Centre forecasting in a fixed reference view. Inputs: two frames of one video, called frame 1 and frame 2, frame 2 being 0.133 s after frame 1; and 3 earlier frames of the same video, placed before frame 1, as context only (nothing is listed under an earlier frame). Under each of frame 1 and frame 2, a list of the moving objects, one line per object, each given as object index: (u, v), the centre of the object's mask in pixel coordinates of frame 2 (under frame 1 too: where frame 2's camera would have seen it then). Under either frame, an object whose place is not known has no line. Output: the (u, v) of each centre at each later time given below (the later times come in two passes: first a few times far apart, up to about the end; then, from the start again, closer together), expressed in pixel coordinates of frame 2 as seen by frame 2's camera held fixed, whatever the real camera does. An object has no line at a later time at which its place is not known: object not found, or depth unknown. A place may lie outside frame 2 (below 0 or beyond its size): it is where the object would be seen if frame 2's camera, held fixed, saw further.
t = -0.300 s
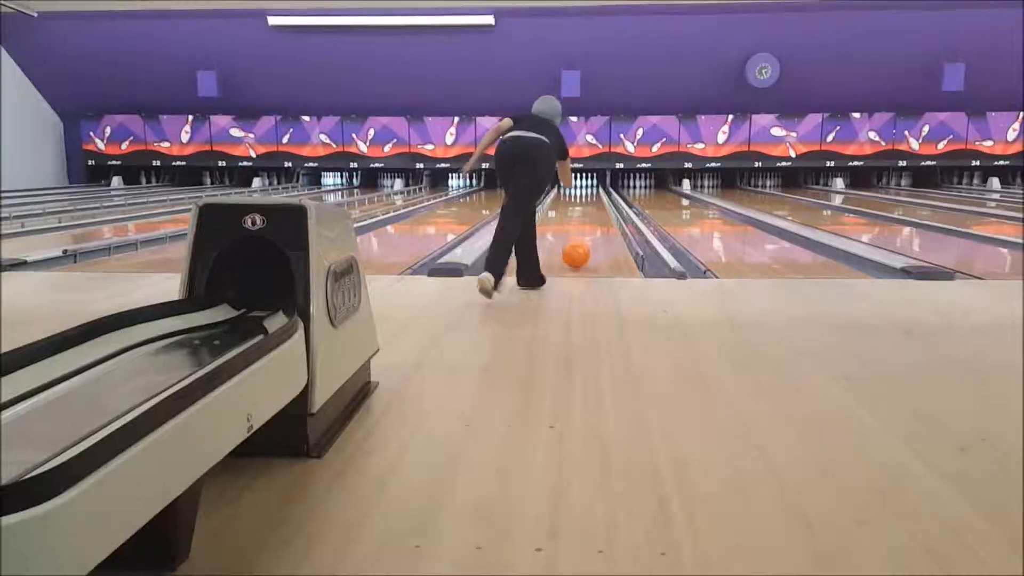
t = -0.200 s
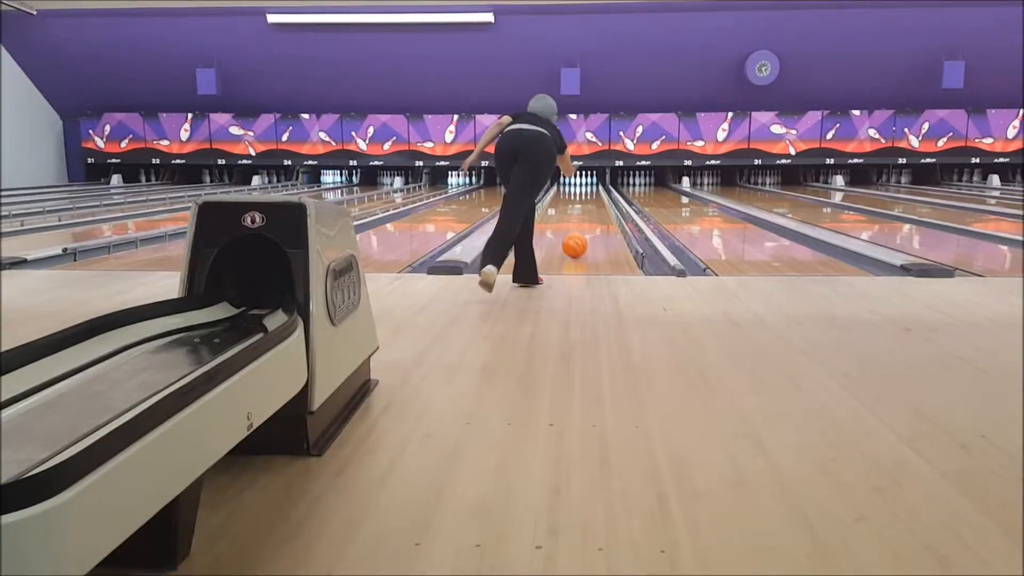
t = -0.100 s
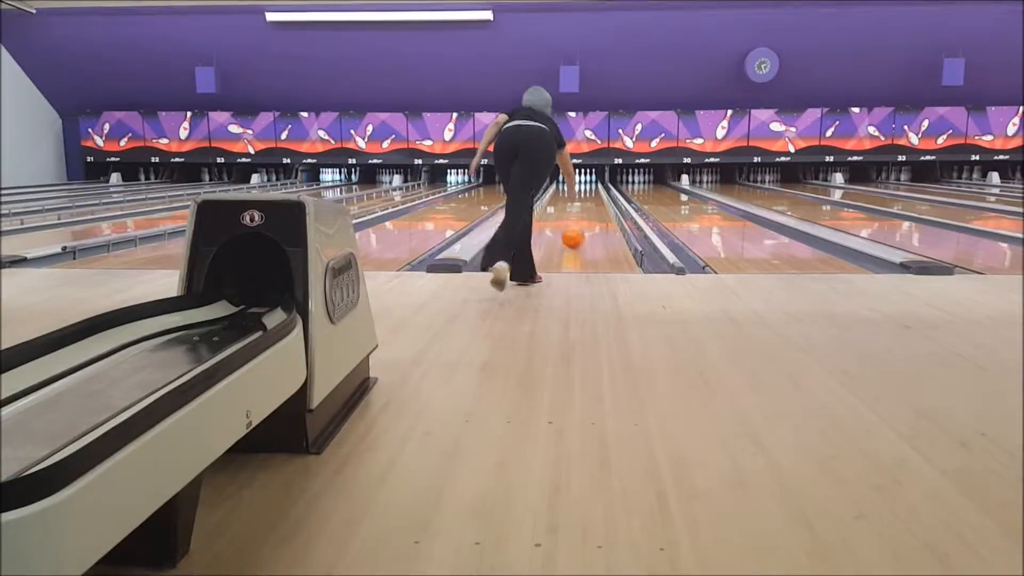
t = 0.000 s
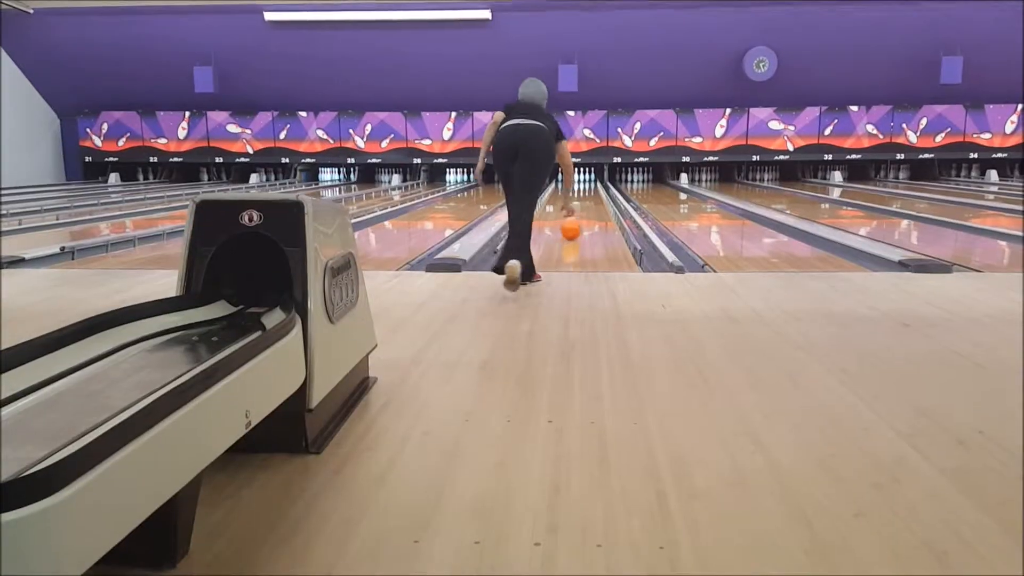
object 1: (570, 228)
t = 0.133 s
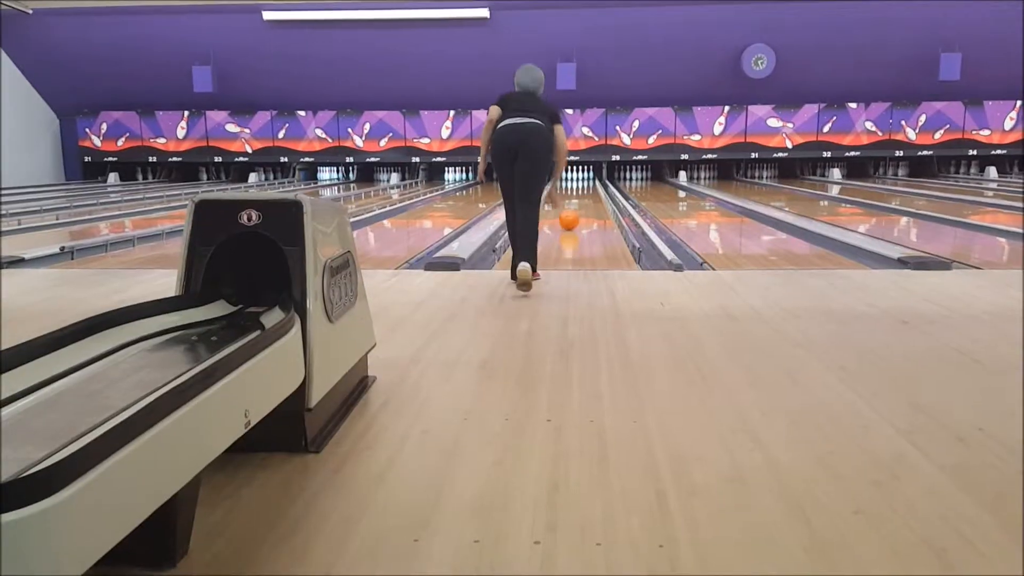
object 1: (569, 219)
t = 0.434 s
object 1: (568, 210)
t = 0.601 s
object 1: (566, 204)
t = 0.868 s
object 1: (566, 198)
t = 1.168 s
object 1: (565, 194)
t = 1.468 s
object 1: (563, 188)
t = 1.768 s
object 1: (564, 185)
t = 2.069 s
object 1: (565, 182)
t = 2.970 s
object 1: (559, 177)
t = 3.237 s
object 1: (555, 177)
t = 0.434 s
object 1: (568, 210)
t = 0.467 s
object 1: (567, 208)
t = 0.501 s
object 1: (567, 207)
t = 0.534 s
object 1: (567, 206)
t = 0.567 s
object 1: (566, 205)
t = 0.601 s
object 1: (566, 204)
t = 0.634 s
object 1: (566, 203)
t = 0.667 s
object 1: (566, 203)
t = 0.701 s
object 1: (566, 202)
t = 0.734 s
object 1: (567, 201)
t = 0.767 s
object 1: (566, 201)
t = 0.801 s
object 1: (566, 200)
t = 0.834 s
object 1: (565, 199)
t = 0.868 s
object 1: (566, 198)
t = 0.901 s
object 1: (566, 197)
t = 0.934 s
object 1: (566, 197)
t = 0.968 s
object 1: (566, 196)
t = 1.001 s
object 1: (566, 195)
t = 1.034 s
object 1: (566, 195)
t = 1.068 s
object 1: (565, 195)
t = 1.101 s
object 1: (565, 194)
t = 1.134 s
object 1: (565, 194)
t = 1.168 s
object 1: (565, 194)
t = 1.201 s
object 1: (565, 192)
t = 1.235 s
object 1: (565, 192)
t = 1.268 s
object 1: (564, 191)
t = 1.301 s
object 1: (564, 191)
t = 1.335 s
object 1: (563, 190)
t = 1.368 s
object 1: (563, 189)
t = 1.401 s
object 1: (563, 189)
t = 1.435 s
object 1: (563, 189)
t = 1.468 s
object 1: (563, 188)
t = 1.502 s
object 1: (563, 188)
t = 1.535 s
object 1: (563, 187)
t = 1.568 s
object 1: (564, 187)
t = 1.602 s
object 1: (564, 187)
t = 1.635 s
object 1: (564, 186)
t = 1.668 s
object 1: (566, 188)
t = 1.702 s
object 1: (565, 186)
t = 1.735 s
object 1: (565, 185)
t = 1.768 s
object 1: (564, 185)
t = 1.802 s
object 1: (564, 185)
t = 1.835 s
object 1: (565, 186)
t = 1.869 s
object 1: (565, 185)
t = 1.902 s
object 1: (565, 186)
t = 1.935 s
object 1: (565, 187)
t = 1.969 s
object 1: (565, 184)
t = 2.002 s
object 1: (565, 182)
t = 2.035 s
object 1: (565, 182)
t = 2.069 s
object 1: (565, 182)
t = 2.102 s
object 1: (565, 182)
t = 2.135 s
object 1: (565, 182)
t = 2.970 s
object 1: (559, 177)
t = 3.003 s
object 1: (557, 177)
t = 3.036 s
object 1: (557, 177)
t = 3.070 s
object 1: (556, 177)
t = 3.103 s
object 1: (555, 177)
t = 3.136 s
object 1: (555, 178)
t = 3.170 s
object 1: (555, 178)
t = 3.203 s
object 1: (555, 177)
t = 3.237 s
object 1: (555, 177)
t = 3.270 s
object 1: (554, 178)
